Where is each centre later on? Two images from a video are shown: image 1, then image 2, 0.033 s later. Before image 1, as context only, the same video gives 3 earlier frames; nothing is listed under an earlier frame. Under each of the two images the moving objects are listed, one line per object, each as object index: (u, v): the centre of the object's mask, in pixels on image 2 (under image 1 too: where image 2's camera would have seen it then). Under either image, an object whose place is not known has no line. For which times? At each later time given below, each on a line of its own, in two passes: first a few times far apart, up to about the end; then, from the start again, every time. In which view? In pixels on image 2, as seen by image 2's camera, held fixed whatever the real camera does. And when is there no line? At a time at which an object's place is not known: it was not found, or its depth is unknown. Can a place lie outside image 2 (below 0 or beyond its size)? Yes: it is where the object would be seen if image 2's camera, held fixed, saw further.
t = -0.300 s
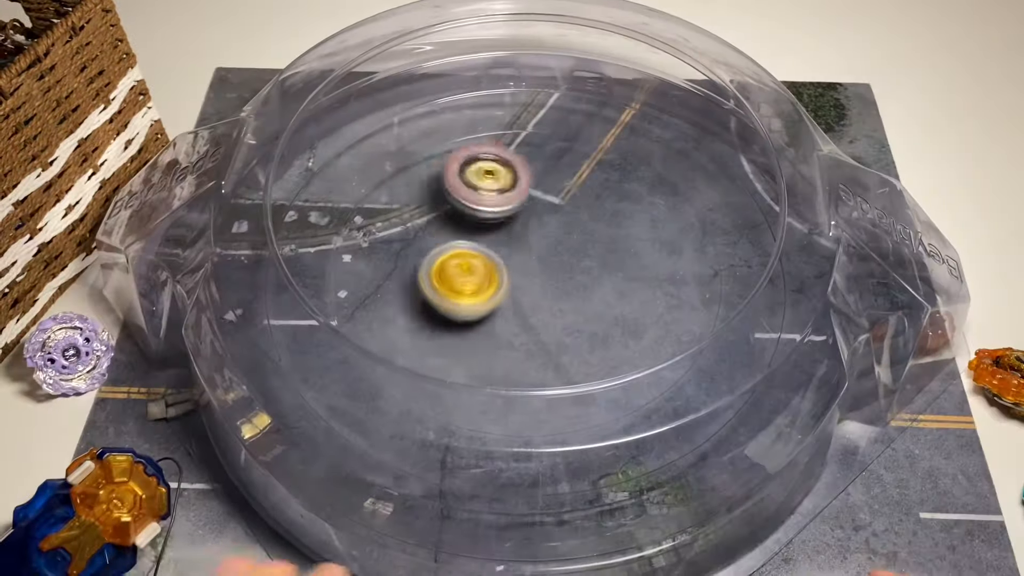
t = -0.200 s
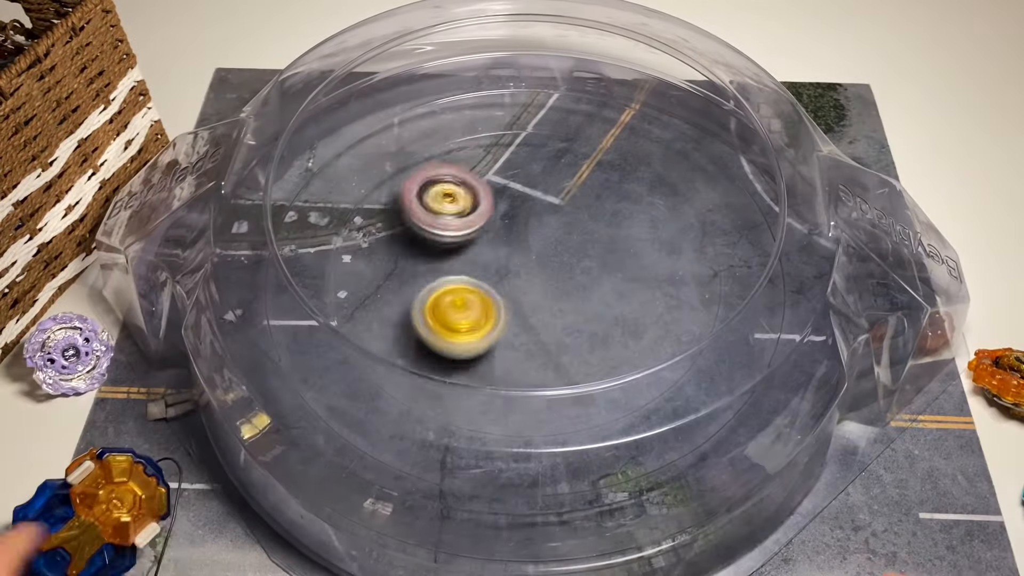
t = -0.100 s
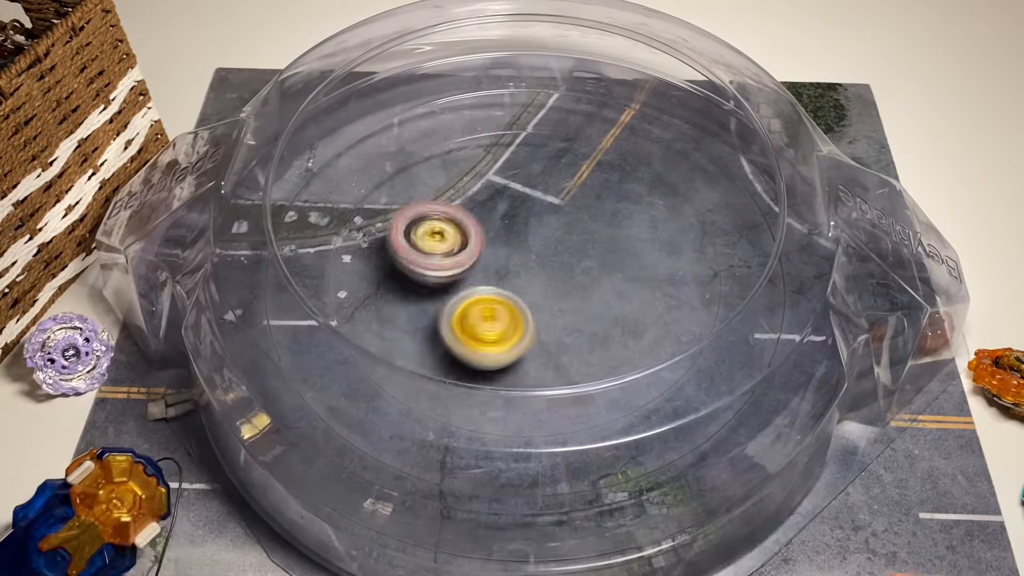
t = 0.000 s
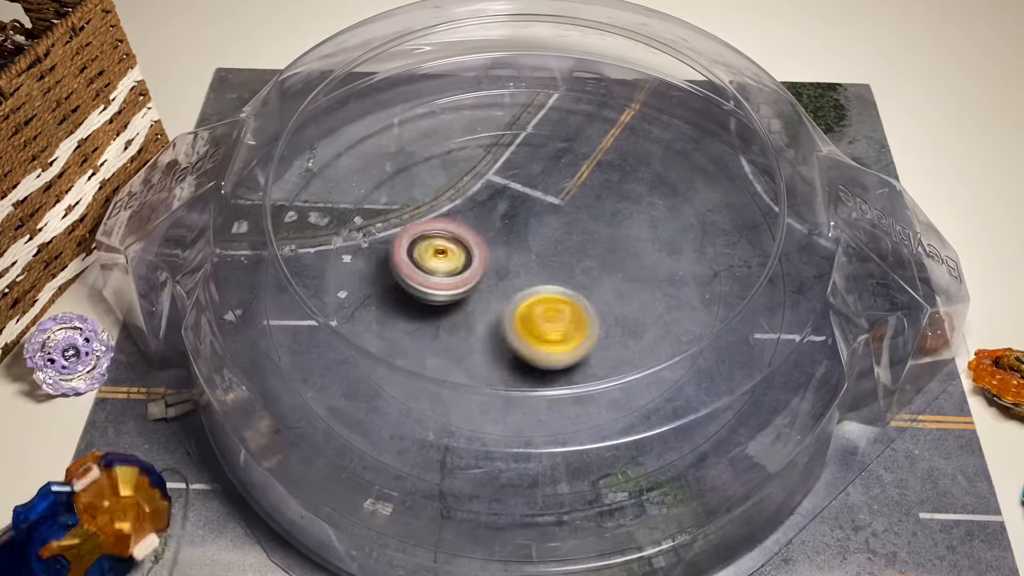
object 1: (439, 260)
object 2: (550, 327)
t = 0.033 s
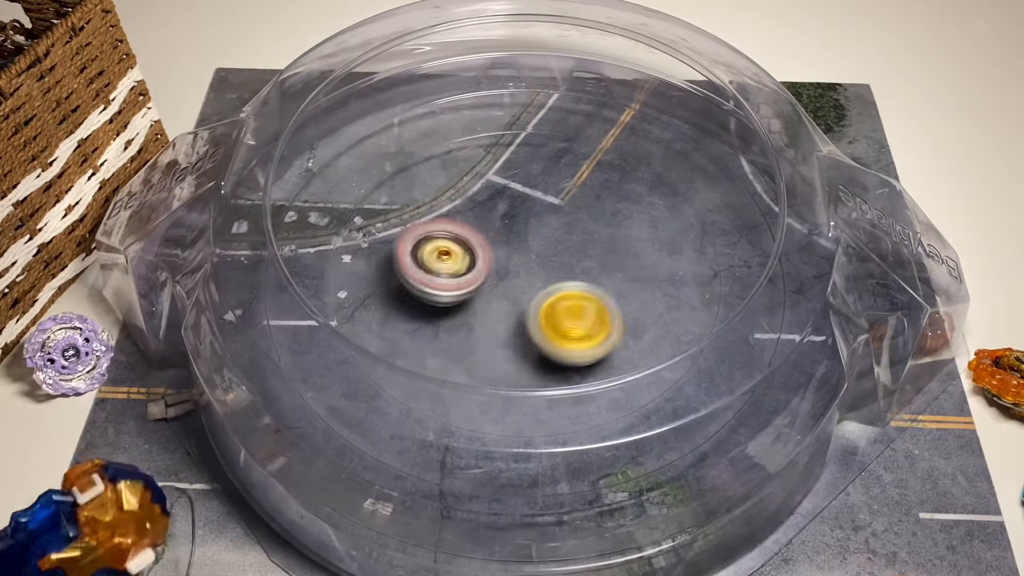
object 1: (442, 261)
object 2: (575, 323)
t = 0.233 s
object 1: (510, 261)
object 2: (613, 258)
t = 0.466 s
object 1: (467, 227)
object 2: (586, 225)
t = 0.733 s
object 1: (442, 258)
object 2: (544, 250)
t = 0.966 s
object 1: (471, 280)
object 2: (557, 249)
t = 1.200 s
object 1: (498, 276)
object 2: (566, 223)
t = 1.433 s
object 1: (470, 282)
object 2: (559, 206)
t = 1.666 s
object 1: (496, 291)
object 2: (539, 227)
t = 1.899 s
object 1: (512, 298)
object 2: (561, 240)
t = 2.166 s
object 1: (506, 293)
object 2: (572, 245)
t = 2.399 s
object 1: (500, 295)
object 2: (569, 251)
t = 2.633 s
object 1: (473, 305)
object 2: (566, 250)
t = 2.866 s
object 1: (465, 291)
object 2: (553, 273)
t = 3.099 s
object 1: (467, 270)
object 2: (561, 288)
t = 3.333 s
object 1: (460, 242)
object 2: (550, 286)
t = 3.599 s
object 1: (454, 239)
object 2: (527, 295)
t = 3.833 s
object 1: (472, 237)
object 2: (529, 302)
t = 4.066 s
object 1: (497, 218)
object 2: (529, 294)
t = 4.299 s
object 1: (505, 205)
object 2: (508, 286)
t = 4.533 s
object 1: (515, 203)
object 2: (492, 293)
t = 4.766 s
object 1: (531, 190)
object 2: (495, 283)
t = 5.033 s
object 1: (573, 175)
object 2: (476, 287)
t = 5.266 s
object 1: (595, 158)
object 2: (490, 268)
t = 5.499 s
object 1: (571, 191)
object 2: (498, 255)
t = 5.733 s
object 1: (602, 244)
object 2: (482, 265)
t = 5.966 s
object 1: (595, 281)
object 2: (507, 258)
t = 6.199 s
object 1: (618, 309)
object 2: (481, 224)
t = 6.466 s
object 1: (653, 304)
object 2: (508, 250)
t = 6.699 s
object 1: (604, 287)
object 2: (519, 259)
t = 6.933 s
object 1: (567, 291)
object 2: (502, 243)
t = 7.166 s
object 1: (522, 315)
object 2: (511, 243)
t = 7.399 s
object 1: (472, 316)
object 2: (529, 261)
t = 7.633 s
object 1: (461, 300)
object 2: (537, 266)
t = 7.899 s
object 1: (455, 282)
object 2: (542, 270)
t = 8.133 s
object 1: (448, 265)
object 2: (544, 273)
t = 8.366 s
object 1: (445, 245)
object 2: (544, 278)
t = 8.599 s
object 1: (444, 229)
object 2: (535, 281)
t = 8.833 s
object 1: (464, 230)
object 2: (540, 287)
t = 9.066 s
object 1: (483, 229)
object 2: (551, 293)
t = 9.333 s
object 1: (539, 186)
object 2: (542, 294)
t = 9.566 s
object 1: (576, 160)
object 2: (530, 281)
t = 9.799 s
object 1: (561, 197)
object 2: (522, 275)
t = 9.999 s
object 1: (570, 205)
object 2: (474, 319)
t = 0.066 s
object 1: (450, 263)
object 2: (594, 316)
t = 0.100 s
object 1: (460, 264)
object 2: (608, 307)
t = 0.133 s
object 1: (473, 267)
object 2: (617, 295)
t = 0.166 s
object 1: (487, 266)
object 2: (621, 283)
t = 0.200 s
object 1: (498, 264)
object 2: (619, 270)
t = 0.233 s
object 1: (510, 261)
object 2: (613, 258)
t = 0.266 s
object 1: (510, 254)
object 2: (613, 249)
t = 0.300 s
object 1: (501, 246)
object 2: (619, 241)
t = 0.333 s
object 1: (490, 237)
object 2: (620, 235)
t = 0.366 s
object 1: (483, 232)
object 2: (617, 230)
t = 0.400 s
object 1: (476, 228)
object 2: (609, 227)
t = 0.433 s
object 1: (471, 226)
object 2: (599, 225)
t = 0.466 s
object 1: (467, 227)
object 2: (586, 225)
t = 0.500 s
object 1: (468, 229)
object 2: (572, 226)
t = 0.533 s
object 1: (467, 232)
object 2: (559, 230)
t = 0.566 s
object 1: (453, 234)
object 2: (562, 232)
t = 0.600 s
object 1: (442, 239)
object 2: (562, 235)
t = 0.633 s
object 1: (436, 243)
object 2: (559, 240)
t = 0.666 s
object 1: (435, 248)
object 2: (556, 244)
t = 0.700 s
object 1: (435, 253)
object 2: (551, 247)
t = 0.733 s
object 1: (442, 258)
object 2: (544, 250)
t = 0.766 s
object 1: (449, 262)
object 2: (539, 253)
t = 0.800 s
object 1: (446, 267)
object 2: (545, 253)
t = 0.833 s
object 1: (445, 272)
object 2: (552, 252)
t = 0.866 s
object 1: (446, 275)
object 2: (557, 252)
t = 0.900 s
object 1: (452, 277)
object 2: (559, 251)
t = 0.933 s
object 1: (460, 280)
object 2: (559, 250)
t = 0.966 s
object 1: (471, 280)
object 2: (557, 249)
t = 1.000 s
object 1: (478, 281)
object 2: (560, 245)
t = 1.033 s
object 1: (475, 284)
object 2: (569, 237)
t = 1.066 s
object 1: (475, 284)
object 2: (576, 230)
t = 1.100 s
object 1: (479, 284)
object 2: (578, 226)
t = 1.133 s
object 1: (483, 283)
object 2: (577, 224)
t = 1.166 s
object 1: (490, 280)
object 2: (572, 224)
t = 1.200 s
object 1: (498, 276)
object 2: (566, 223)
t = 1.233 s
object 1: (500, 274)
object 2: (563, 221)
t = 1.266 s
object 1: (496, 273)
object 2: (562, 217)
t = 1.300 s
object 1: (494, 272)
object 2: (559, 216)
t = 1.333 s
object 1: (493, 271)
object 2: (554, 216)
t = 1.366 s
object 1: (488, 272)
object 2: (552, 215)
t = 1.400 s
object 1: (477, 278)
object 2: (557, 209)
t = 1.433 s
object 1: (470, 282)
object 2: (559, 206)
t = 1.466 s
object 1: (467, 285)
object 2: (559, 206)
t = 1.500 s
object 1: (468, 286)
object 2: (557, 208)
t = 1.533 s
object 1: (473, 287)
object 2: (553, 212)
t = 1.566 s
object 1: (481, 287)
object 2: (548, 219)
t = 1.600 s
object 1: (489, 285)
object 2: (542, 225)
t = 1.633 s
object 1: (495, 284)
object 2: (539, 226)
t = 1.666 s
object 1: (496, 291)
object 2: (539, 227)
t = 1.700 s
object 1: (497, 293)
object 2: (540, 228)
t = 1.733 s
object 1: (501, 295)
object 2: (541, 230)
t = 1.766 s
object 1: (506, 294)
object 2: (544, 233)
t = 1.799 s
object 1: (506, 295)
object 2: (548, 235)
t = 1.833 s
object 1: (508, 298)
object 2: (552, 236)
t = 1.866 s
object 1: (509, 299)
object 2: (556, 238)
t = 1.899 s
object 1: (512, 298)
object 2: (561, 240)
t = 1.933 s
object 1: (513, 297)
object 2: (565, 241)
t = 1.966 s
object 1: (514, 298)
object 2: (568, 242)
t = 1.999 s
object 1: (514, 296)
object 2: (570, 242)
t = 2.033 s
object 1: (511, 297)
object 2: (572, 243)
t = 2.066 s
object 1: (510, 296)
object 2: (572, 243)
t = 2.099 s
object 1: (510, 294)
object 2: (572, 245)
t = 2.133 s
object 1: (507, 294)
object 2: (572, 245)
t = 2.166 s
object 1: (506, 293)
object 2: (572, 245)
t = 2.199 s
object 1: (504, 293)
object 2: (571, 246)
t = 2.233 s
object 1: (503, 294)
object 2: (572, 245)
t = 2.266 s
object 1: (500, 296)
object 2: (573, 245)
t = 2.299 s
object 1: (498, 297)
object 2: (573, 245)
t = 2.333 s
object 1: (497, 297)
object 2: (572, 246)
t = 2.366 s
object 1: (498, 296)
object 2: (570, 249)
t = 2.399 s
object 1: (500, 295)
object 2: (569, 251)
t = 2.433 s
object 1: (489, 300)
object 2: (575, 246)
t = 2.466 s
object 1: (480, 303)
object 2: (581, 241)
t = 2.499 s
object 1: (475, 306)
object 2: (582, 240)
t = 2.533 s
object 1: (472, 307)
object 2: (581, 240)
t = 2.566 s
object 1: (472, 307)
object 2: (578, 242)
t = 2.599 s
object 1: (472, 306)
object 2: (572, 246)
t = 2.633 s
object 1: (473, 305)
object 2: (566, 250)
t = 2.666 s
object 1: (475, 303)
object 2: (560, 255)
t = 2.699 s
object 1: (476, 301)
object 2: (554, 259)
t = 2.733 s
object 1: (478, 299)
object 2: (551, 263)
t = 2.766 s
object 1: (473, 298)
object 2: (551, 265)
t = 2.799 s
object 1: (468, 296)
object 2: (551, 267)
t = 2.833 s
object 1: (465, 294)
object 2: (552, 269)
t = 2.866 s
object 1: (465, 291)
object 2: (553, 273)
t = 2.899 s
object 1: (465, 289)
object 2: (553, 276)
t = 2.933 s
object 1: (464, 286)
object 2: (556, 278)
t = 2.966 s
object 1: (463, 283)
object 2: (558, 281)
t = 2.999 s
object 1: (464, 280)
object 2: (559, 283)
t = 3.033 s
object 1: (465, 278)
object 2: (560, 285)
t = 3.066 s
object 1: (467, 274)
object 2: (560, 287)
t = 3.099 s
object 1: (467, 270)
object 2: (561, 288)
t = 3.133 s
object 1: (467, 266)
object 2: (561, 288)
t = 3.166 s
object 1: (466, 261)
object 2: (562, 288)
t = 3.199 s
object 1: (464, 257)
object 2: (561, 288)
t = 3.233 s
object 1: (463, 252)
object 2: (558, 287)
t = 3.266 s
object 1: (462, 249)
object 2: (557, 287)
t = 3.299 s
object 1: (461, 245)
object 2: (553, 286)
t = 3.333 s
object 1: (460, 242)
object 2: (550, 286)
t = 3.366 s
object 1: (459, 239)
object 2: (548, 286)
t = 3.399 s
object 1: (458, 238)
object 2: (545, 286)
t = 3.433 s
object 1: (457, 238)
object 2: (541, 287)
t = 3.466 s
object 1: (456, 238)
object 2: (538, 289)
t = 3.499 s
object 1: (455, 238)
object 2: (535, 290)
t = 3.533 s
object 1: (454, 238)
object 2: (532, 292)
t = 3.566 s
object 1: (453, 239)
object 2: (529, 294)
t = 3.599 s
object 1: (454, 239)
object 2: (527, 295)
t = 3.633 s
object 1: (454, 240)
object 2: (525, 297)
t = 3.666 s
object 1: (456, 240)
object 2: (524, 298)
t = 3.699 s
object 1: (458, 241)
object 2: (524, 299)
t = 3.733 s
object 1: (461, 241)
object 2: (525, 300)
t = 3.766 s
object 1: (465, 240)
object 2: (527, 301)
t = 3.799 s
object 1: (468, 239)
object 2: (528, 302)
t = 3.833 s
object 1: (472, 237)
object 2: (529, 302)
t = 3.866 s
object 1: (475, 234)
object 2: (531, 302)
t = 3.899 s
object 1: (479, 232)
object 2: (533, 302)
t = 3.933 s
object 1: (483, 229)
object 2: (533, 301)
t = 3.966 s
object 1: (487, 226)
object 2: (532, 299)
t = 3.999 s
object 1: (490, 223)
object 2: (532, 297)
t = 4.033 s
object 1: (494, 221)
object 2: (531, 296)
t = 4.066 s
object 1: (497, 218)
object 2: (529, 294)
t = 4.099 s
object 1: (500, 216)
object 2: (527, 292)
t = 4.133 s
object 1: (502, 213)
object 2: (525, 290)
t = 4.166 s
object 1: (504, 211)
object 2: (522, 289)
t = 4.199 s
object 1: (505, 208)
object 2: (519, 288)
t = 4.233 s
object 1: (505, 207)
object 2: (515, 287)
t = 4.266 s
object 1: (505, 206)
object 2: (511, 287)
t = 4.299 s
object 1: (505, 205)
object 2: (508, 286)
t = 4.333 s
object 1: (505, 205)
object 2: (506, 286)
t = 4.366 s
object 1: (505, 205)
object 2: (503, 286)
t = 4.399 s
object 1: (505, 206)
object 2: (501, 286)
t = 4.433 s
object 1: (504, 208)
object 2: (499, 286)
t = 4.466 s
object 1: (505, 210)
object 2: (497, 286)
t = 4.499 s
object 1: (510, 206)
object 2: (495, 290)
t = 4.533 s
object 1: (515, 203)
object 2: (492, 293)
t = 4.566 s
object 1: (519, 199)
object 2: (491, 294)
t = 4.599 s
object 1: (523, 196)
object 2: (491, 295)
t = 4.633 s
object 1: (526, 193)
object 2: (491, 294)
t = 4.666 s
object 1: (528, 191)
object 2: (491, 291)
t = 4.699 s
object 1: (529, 190)
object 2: (492, 289)
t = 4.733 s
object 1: (530, 190)
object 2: (494, 286)
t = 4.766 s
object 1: (531, 190)
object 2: (495, 283)
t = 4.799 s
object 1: (532, 192)
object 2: (497, 280)
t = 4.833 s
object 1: (531, 195)
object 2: (498, 277)
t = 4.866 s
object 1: (530, 200)
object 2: (499, 274)
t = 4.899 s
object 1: (535, 200)
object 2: (496, 274)
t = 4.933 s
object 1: (546, 194)
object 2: (486, 281)
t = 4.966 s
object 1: (556, 188)
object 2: (480, 285)
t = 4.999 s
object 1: (566, 181)
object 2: (477, 287)
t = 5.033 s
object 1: (573, 175)
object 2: (476, 287)
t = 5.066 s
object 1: (579, 172)
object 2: (477, 286)
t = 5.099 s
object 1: (585, 168)
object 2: (479, 284)
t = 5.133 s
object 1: (590, 164)
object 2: (481, 281)
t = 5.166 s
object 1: (592, 162)
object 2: (485, 278)
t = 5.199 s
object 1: (594, 160)
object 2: (487, 275)
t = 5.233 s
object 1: (596, 159)
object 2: (489, 272)
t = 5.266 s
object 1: (595, 158)
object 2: (490, 268)
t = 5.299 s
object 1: (593, 158)
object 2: (491, 265)
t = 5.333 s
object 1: (591, 161)
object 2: (492, 262)
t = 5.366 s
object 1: (589, 163)
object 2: (493, 260)
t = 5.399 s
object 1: (585, 168)
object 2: (494, 258)
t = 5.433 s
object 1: (580, 175)
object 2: (495, 257)
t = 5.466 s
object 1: (577, 183)
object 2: (496, 256)
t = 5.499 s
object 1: (571, 191)
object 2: (498, 255)
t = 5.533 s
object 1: (568, 201)
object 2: (497, 257)
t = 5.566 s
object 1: (575, 208)
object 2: (487, 260)
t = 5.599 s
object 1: (582, 215)
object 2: (480, 263)
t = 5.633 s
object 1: (588, 222)
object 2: (477, 265)
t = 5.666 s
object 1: (594, 230)
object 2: (477, 266)
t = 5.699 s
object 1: (598, 236)
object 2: (479, 266)
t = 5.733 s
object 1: (602, 244)
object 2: (482, 265)
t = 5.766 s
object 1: (606, 251)
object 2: (486, 264)
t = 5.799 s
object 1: (606, 258)
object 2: (491, 262)
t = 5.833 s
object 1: (607, 264)
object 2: (495, 261)
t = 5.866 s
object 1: (606, 269)
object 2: (499, 260)
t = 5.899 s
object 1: (603, 274)
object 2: (502, 259)
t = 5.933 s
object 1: (600, 278)
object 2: (505, 259)
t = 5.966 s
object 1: (595, 281)
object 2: (507, 258)
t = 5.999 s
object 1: (589, 284)
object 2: (507, 256)
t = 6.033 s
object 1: (583, 285)
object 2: (507, 254)
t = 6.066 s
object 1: (582, 288)
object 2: (504, 249)
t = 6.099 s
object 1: (591, 296)
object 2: (494, 239)
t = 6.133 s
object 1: (600, 301)
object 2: (486, 231)
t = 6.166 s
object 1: (609, 306)
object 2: (481, 226)
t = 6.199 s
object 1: (618, 309)
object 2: (481, 224)
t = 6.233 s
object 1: (625, 311)
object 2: (482, 225)
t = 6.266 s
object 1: (633, 313)
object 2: (485, 227)
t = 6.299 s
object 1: (639, 312)
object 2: (488, 230)
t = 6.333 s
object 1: (644, 312)
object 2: (492, 233)
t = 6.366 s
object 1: (648, 310)
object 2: (496, 237)
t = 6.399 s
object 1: (651, 309)
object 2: (500, 242)
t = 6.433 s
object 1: (653, 306)
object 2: (504, 246)
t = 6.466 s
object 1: (653, 304)
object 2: (508, 250)
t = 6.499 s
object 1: (651, 301)
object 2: (512, 254)
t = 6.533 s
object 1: (646, 298)
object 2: (515, 257)
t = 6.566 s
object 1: (640, 295)
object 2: (518, 260)
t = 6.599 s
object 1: (631, 293)
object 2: (520, 261)
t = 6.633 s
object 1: (622, 289)
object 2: (523, 263)
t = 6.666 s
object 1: (609, 287)
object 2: (523, 263)
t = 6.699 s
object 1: (604, 287)
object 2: (519, 259)
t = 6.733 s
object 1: (603, 290)
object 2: (511, 253)
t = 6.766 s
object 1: (600, 293)
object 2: (505, 247)
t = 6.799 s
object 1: (595, 293)
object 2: (501, 244)
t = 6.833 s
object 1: (589, 293)
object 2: (500, 243)
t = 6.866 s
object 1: (582, 291)
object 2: (501, 243)
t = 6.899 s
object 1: (574, 290)
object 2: (502, 244)
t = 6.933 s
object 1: (567, 291)
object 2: (502, 243)
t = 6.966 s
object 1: (564, 296)
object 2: (500, 238)
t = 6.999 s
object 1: (558, 301)
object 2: (501, 236)
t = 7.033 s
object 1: (553, 305)
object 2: (502, 236)
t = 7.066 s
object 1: (546, 308)
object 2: (505, 237)
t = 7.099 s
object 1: (539, 311)
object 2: (507, 239)
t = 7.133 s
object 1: (531, 314)
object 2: (509, 241)
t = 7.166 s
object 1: (522, 315)
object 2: (511, 243)
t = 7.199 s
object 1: (513, 318)
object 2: (513, 247)
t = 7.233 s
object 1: (503, 319)
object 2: (517, 249)
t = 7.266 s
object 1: (495, 320)
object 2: (519, 252)
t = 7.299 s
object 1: (488, 320)
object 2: (523, 254)
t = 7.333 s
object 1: (482, 319)
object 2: (525, 257)
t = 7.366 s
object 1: (477, 318)
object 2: (527, 259)
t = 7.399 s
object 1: (472, 316)
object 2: (529, 261)
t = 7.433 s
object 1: (469, 315)
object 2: (530, 263)
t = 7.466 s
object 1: (466, 313)
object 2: (531, 264)
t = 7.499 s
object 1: (465, 311)
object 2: (532, 264)
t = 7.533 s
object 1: (465, 308)
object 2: (533, 264)
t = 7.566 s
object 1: (464, 305)
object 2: (534, 265)
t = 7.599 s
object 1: (465, 303)
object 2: (535, 265)
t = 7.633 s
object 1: (461, 300)
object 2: (537, 266)
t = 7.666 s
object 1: (460, 298)
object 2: (539, 266)
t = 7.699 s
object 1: (457, 296)
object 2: (540, 267)
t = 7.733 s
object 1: (455, 293)
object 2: (540, 268)
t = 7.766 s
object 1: (454, 292)
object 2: (540, 268)
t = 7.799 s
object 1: (453, 289)
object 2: (541, 269)
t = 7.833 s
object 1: (453, 286)
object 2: (541, 270)
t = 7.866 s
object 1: (454, 284)
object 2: (542, 270)
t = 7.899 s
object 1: (455, 282)
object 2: (542, 270)
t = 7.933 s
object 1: (453, 280)
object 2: (542, 270)
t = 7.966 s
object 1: (452, 278)
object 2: (543, 271)
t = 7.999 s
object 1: (452, 275)
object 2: (544, 271)
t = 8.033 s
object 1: (452, 273)
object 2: (544, 271)
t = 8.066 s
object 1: (452, 271)
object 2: (544, 272)
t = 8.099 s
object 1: (450, 268)
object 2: (544, 272)
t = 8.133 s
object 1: (448, 265)
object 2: (544, 273)
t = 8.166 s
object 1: (447, 263)
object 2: (543, 273)
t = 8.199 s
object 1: (447, 260)
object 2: (543, 273)
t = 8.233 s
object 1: (447, 257)
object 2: (542, 274)
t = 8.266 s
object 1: (448, 255)
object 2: (540, 275)
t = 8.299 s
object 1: (449, 253)
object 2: (539, 275)
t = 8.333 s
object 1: (447, 250)
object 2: (541, 276)
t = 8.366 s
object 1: (445, 245)
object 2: (544, 278)
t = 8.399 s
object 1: (442, 240)
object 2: (543, 279)
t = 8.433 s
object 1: (439, 237)
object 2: (542, 280)
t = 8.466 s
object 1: (439, 233)
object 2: (541, 281)
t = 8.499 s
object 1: (439, 232)
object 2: (540, 281)
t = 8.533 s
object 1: (440, 230)
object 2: (538, 281)
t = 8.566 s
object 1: (441, 229)
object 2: (536, 281)
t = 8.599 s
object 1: (444, 229)
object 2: (535, 281)
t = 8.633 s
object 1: (448, 230)
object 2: (534, 281)
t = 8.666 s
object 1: (453, 230)
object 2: (533, 280)
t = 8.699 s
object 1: (454, 229)
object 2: (536, 283)
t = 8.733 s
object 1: (455, 227)
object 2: (540, 285)
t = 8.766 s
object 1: (457, 227)
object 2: (542, 286)
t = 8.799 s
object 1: (460, 229)
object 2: (542, 287)
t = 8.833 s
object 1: (464, 230)
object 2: (540, 287)
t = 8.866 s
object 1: (465, 229)
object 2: (544, 289)
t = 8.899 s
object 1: (463, 226)
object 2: (552, 294)
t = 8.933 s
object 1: (464, 224)
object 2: (556, 297)
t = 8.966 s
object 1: (467, 224)
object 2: (558, 297)
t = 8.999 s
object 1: (470, 225)
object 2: (557, 297)
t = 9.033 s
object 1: (476, 226)
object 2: (554, 295)
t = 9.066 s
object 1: (483, 229)
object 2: (551, 293)
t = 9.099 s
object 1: (488, 228)
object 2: (551, 293)
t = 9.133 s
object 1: (493, 225)
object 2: (551, 293)
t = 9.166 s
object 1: (500, 220)
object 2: (550, 293)
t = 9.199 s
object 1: (508, 216)
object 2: (548, 293)
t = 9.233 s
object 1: (517, 211)
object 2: (546, 291)
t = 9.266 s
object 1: (525, 203)
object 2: (545, 294)
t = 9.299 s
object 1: (532, 195)
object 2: (543, 294)
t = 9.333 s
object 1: (539, 186)
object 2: (542, 294)
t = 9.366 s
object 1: (547, 178)
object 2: (539, 292)
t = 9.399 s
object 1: (553, 173)
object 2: (538, 291)
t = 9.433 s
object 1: (560, 168)
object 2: (536, 289)
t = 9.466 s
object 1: (565, 164)
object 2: (534, 287)
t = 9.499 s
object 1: (570, 162)
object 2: (533, 285)
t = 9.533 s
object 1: (574, 161)
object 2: (531, 283)
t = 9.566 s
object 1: (576, 160)
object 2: (530, 281)
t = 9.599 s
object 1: (579, 161)
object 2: (528, 280)
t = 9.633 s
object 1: (580, 164)
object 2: (527, 279)
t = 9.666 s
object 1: (579, 167)
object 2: (525, 277)
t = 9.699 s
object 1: (576, 172)
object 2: (525, 277)
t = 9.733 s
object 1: (572, 179)
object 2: (524, 276)
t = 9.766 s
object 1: (567, 187)
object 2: (522, 275)
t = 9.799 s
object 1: (561, 197)
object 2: (522, 275)
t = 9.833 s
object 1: (562, 196)
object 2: (512, 284)
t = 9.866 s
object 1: (568, 191)
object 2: (497, 299)
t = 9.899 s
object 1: (571, 190)
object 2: (487, 309)
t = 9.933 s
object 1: (572, 193)
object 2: (478, 316)
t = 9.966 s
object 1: (572, 198)
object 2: (474, 319)
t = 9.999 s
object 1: (570, 205)
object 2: (474, 319)
